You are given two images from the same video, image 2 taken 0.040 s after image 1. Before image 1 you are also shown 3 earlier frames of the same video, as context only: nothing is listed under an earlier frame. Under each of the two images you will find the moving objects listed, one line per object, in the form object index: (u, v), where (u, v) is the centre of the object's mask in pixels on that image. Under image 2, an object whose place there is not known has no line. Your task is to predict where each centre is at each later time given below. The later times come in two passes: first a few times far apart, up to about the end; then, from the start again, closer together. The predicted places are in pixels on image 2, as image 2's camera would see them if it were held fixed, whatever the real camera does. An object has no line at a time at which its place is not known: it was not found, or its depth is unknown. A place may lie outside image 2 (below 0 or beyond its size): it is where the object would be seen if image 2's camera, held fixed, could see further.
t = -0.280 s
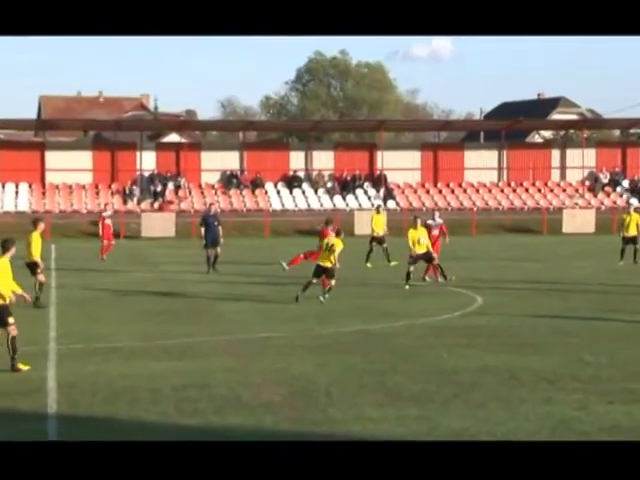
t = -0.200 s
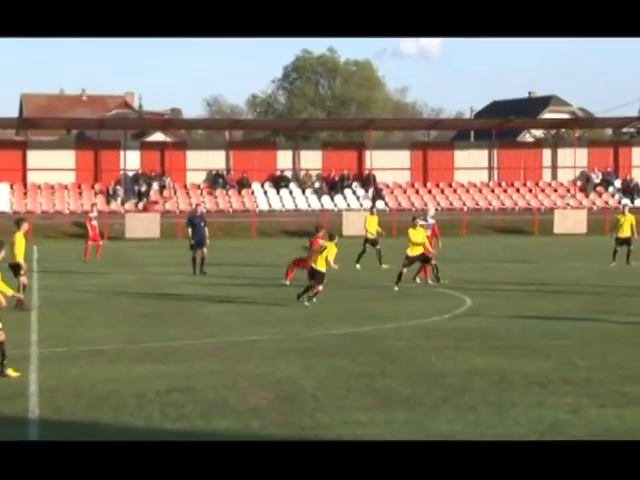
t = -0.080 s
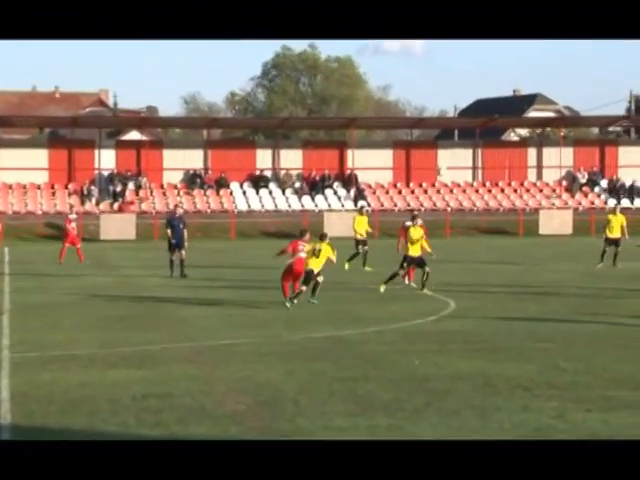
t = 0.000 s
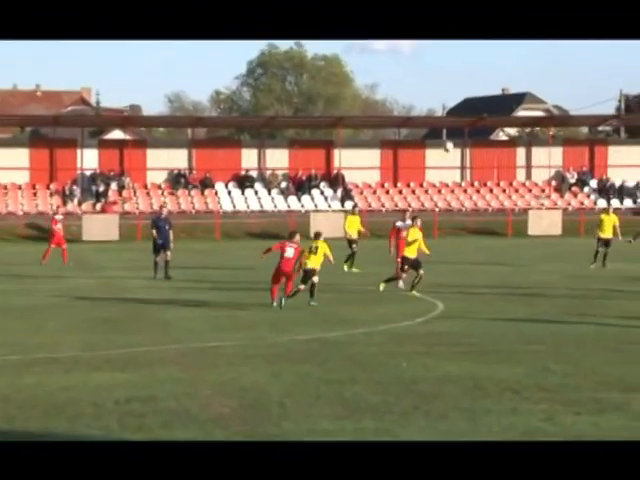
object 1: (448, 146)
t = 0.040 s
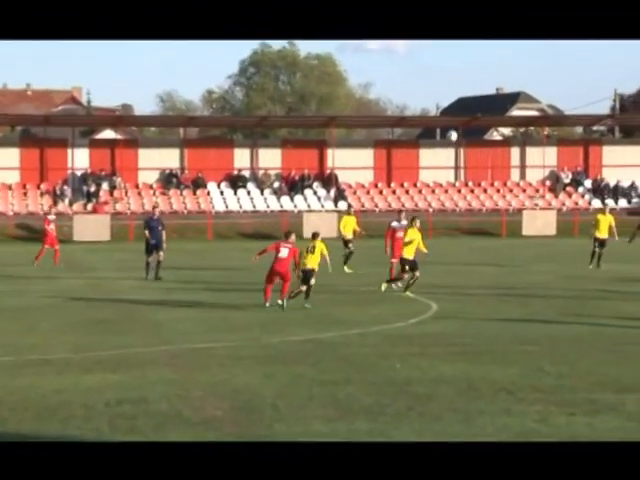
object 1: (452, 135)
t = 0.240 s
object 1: (502, 96)
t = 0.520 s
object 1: (570, 75)
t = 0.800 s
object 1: (641, 94)
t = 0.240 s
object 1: (502, 96)
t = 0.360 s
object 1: (530, 82)
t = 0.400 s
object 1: (540, 79)
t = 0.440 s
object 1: (550, 77)
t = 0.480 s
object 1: (560, 75)
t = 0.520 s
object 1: (570, 75)
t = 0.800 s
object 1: (641, 94)
